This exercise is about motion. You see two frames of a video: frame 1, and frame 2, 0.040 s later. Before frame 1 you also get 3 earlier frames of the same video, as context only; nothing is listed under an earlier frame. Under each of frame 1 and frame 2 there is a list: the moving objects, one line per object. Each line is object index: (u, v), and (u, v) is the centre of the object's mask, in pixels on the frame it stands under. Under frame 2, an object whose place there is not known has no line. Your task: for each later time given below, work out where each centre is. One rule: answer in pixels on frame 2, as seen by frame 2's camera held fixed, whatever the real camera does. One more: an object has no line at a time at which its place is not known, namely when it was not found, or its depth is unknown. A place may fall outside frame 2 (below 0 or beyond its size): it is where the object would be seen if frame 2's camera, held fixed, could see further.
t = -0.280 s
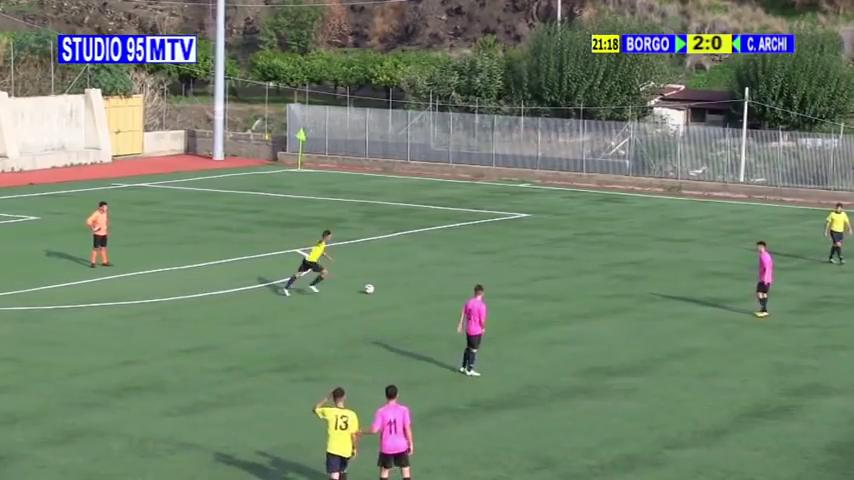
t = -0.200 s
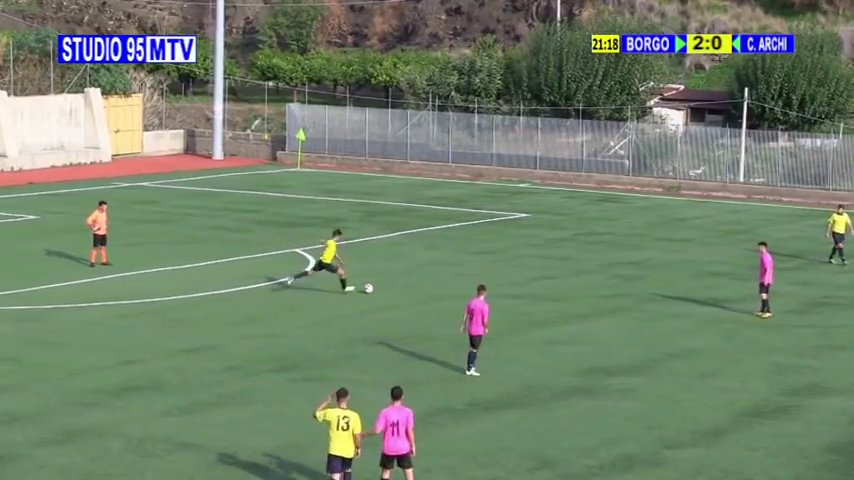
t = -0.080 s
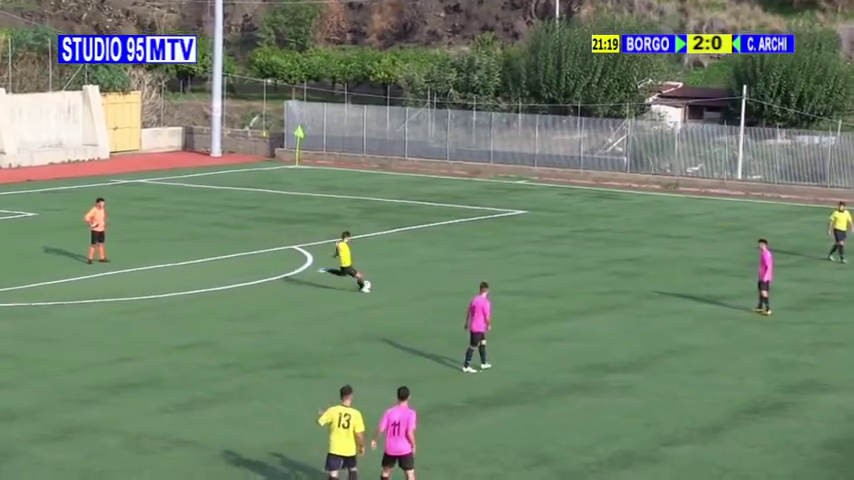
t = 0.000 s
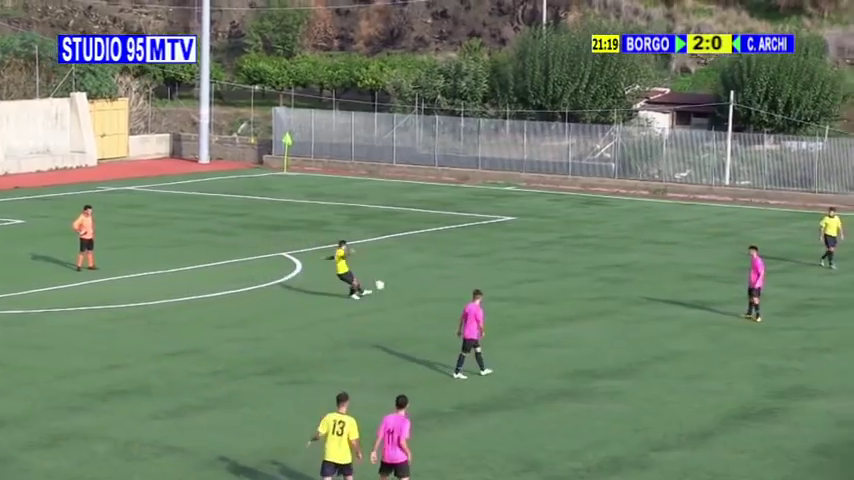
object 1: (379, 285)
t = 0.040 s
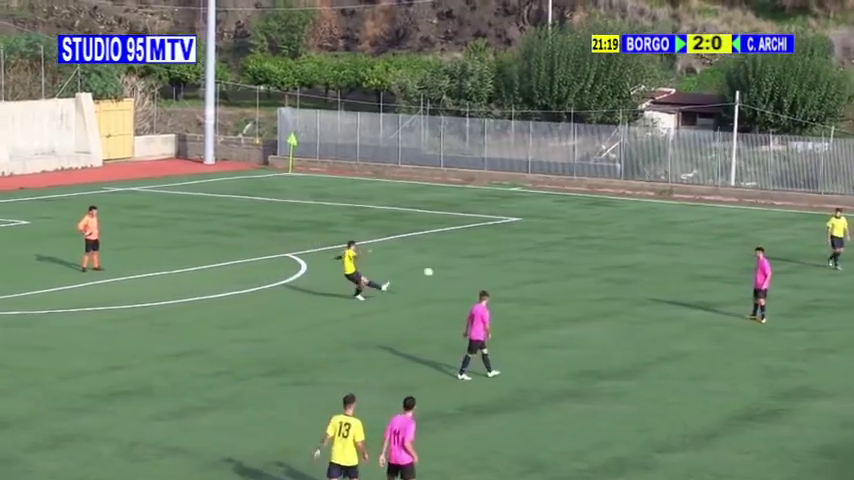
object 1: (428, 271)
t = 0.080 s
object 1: (470, 258)
